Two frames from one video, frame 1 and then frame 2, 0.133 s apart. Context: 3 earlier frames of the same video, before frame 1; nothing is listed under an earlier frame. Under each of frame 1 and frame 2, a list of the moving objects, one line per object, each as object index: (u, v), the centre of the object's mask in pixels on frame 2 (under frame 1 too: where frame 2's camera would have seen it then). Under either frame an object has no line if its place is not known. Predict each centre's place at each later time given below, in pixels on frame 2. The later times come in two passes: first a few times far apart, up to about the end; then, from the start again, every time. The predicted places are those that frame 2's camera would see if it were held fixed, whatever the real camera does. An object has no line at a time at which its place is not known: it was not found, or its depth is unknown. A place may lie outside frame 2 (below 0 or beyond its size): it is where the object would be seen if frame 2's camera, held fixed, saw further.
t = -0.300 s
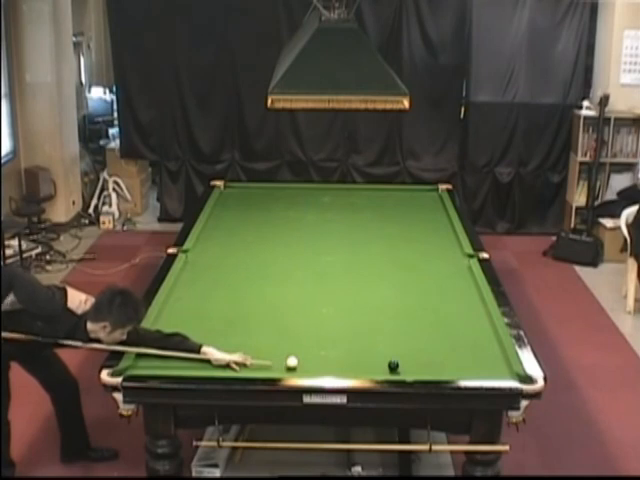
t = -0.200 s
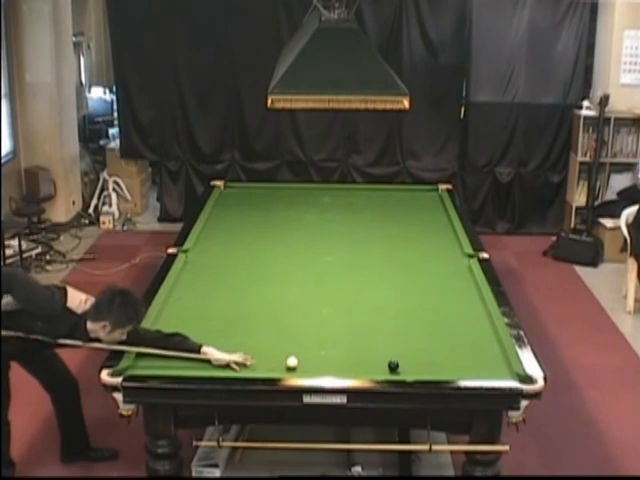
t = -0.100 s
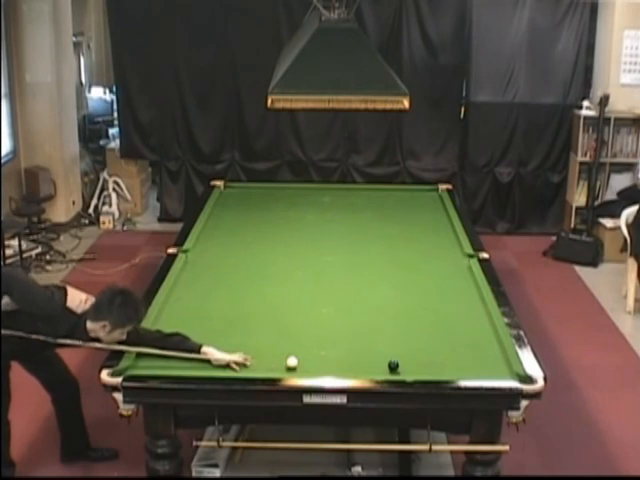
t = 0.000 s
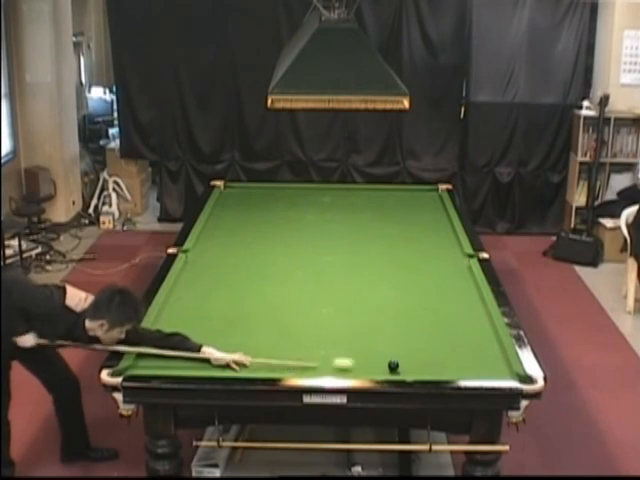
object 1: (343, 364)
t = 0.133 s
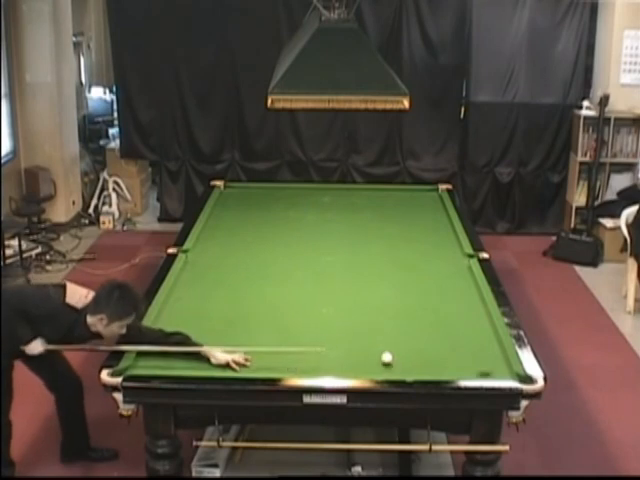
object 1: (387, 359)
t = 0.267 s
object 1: (386, 351)
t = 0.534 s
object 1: (365, 339)
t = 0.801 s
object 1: (344, 329)
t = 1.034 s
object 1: (327, 321)
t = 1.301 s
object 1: (310, 312)
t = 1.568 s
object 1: (295, 304)
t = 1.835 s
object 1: (281, 297)
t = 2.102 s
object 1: (268, 290)
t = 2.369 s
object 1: (257, 284)
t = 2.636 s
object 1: (246, 279)
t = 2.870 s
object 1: (239, 274)
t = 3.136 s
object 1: (230, 269)
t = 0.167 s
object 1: (388, 357)
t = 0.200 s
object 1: (387, 355)
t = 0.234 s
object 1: (387, 353)
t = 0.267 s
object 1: (386, 351)
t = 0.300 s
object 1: (384, 350)
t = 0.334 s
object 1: (382, 348)
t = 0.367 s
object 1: (379, 346)
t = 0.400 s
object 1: (376, 345)
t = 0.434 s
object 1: (373, 343)
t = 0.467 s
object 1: (370, 342)
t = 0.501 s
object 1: (367, 341)
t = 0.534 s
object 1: (365, 339)
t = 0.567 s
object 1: (362, 338)
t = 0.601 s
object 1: (359, 337)
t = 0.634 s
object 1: (357, 335)
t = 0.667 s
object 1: (354, 334)
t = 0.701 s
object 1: (351, 333)
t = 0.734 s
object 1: (349, 332)
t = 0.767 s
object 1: (346, 330)
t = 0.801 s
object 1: (344, 329)
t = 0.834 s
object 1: (342, 328)
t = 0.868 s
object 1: (339, 327)
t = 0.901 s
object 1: (336, 325)
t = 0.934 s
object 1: (334, 324)
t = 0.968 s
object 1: (332, 323)
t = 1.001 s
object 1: (329, 322)
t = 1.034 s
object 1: (327, 321)
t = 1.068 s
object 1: (325, 319)
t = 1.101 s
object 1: (323, 318)
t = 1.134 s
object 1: (321, 317)
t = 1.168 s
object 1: (318, 316)
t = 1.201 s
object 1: (316, 315)
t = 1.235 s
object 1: (314, 314)
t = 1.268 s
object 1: (312, 313)
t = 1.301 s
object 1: (310, 312)
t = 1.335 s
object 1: (308, 311)
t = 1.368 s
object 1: (306, 310)
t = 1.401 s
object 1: (304, 309)
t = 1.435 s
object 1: (302, 308)
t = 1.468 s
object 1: (300, 307)
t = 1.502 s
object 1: (298, 306)
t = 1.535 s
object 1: (297, 305)
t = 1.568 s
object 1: (295, 304)
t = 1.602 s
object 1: (293, 303)
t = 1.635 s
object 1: (291, 302)
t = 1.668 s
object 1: (289, 301)
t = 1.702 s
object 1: (288, 300)
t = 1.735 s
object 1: (286, 299)
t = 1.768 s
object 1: (284, 298)
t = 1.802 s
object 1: (282, 297)
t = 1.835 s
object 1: (281, 297)
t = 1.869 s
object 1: (279, 296)
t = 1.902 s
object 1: (277, 295)
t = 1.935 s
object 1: (276, 294)
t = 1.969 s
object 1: (274, 293)
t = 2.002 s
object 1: (273, 292)
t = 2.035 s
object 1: (271, 291)
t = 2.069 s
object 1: (270, 291)
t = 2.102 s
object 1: (268, 290)
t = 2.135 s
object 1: (267, 289)
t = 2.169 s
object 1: (265, 288)
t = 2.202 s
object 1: (264, 288)
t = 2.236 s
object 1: (262, 287)
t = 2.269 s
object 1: (261, 286)
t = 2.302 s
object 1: (259, 285)
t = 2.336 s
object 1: (258, 285)
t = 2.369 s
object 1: (257, 284)
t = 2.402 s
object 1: (255, 283)
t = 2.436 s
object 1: (254, 283)
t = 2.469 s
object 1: (253, 282)
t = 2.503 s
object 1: (251, 281)
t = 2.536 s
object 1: (250, 280)
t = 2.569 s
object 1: (249, 280)
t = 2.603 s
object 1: (248, 279)
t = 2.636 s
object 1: (246, 279)
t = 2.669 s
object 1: (245, 278)
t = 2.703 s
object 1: (244, 277)
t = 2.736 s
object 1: (243, 277)
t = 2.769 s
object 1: (242, 276)
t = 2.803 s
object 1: (241, 275)
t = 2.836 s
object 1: (240, 275)
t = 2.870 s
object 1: (239, 274)
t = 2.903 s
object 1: (237, 273)
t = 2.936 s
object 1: (236, 273)
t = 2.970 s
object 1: (235, 272)
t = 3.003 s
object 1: (234, 271)
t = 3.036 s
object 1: (233, 271)
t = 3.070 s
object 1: (232, 270)
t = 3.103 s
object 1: (231, 270)
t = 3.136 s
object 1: (230, 269)
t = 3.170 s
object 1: (229, 269)
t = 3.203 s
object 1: (228, 268)
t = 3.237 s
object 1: (227, 268)
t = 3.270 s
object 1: (226, 267)
